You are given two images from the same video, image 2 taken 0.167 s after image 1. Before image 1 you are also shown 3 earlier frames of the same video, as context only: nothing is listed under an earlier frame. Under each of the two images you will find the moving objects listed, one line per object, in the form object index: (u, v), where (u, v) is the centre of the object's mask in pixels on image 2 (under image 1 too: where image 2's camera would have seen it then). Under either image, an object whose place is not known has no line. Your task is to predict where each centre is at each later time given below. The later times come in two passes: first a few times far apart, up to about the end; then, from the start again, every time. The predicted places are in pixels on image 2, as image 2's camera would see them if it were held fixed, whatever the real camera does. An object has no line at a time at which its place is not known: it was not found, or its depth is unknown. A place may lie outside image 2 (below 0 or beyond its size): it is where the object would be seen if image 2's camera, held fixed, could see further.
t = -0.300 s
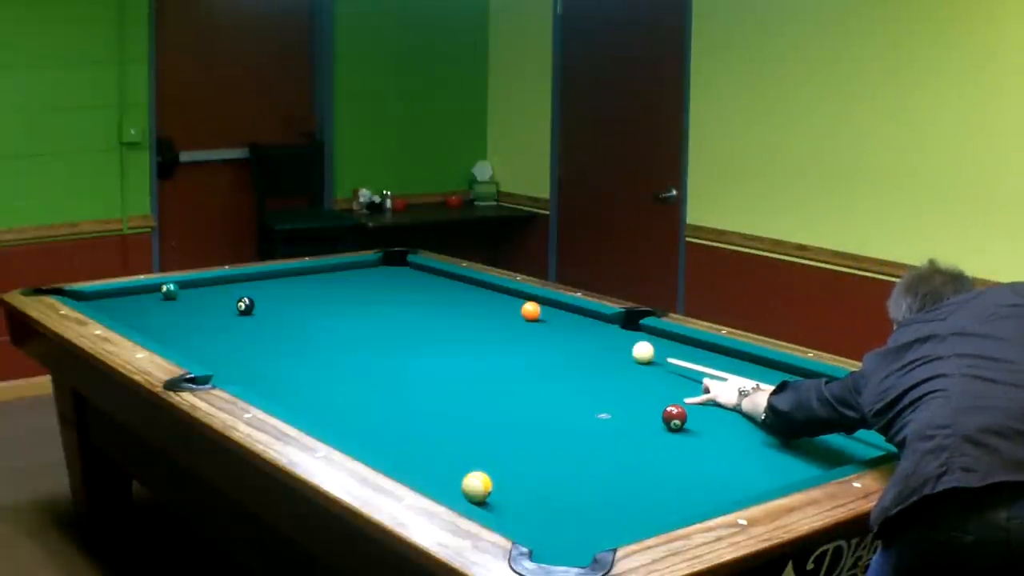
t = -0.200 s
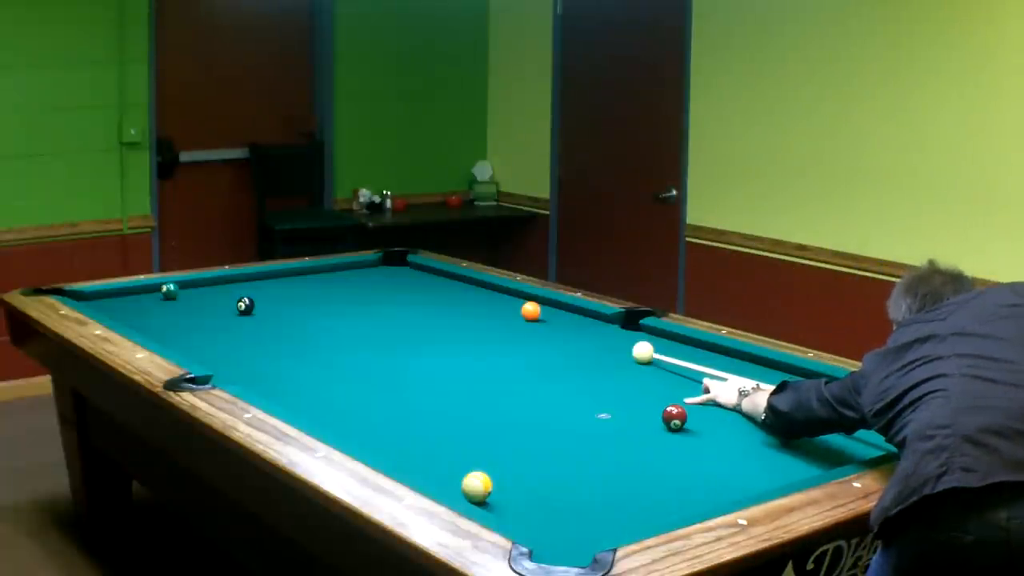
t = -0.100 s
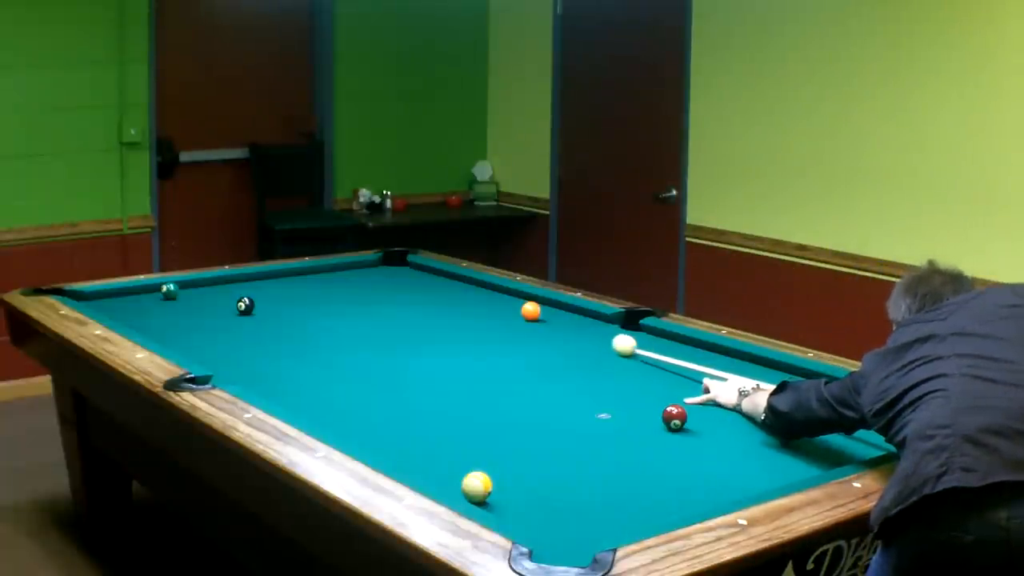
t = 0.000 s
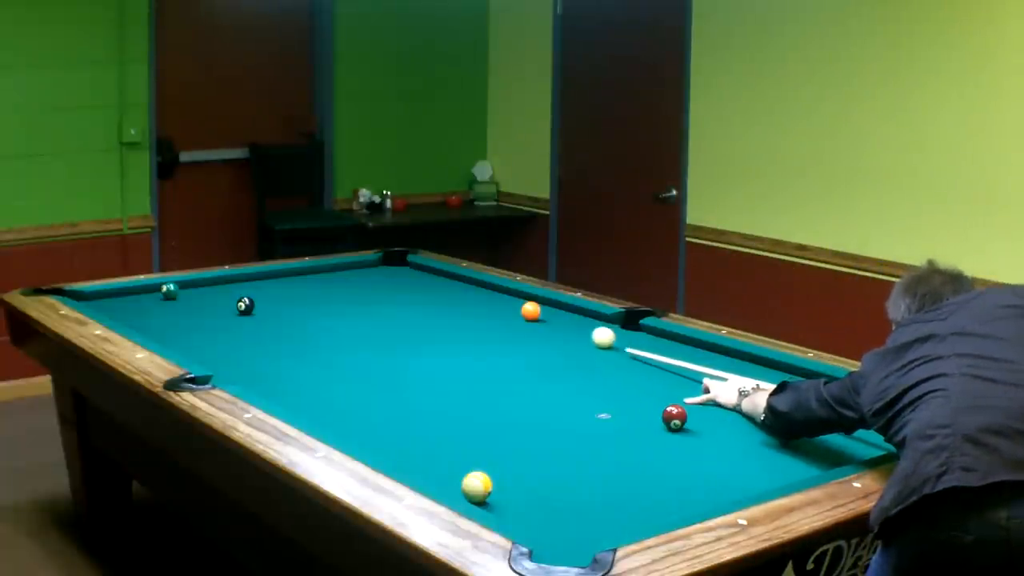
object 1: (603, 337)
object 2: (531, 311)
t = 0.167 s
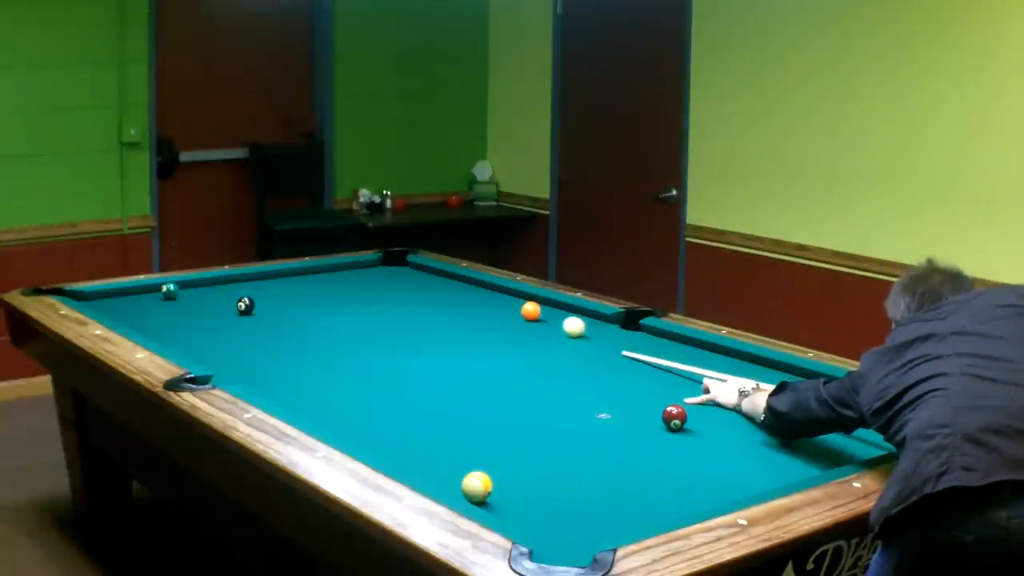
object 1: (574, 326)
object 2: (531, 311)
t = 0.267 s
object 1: (557, 321)
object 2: (531, 311)
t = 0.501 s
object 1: (538, 314)
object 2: (516, 305)
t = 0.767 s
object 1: (529, 310)
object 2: (493, 297)
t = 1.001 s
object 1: (522, 308)
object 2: (475, 290)
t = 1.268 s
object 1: (516, 306)
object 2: (456, 284)
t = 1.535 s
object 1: (510, 303)
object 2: (440, 277)
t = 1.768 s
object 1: (506, 302)
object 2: (426, 272)
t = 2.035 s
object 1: (502, 300)
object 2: (412, 267)
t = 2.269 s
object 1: (499, 299)
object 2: (401, 262)
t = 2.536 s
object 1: (497, 298)
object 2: (390, 258)
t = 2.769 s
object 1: (495, 298)
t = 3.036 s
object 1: (494, 297)
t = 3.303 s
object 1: (494, 297)
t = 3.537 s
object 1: (494, 297)
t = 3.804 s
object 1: (494, 297)
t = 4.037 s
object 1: (494, 297)
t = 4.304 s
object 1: (494, 297)
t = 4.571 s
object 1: (494, 297)
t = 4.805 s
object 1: (494, 297)
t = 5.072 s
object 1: (494, 297)
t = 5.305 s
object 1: (494, 297)
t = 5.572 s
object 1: (494, 297)
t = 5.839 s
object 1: (494, 297)
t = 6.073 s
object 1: (494, 297)
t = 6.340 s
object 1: (494, 297)
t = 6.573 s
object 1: (494, 297)
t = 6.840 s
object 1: (494, 297)
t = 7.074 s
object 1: (494, 297)
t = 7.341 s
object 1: (494, 297)
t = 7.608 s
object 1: (494, 297)
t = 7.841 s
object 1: (494, 297)
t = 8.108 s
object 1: (494, 297)
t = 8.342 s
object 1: (494, 297)
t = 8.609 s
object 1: (494, 297)
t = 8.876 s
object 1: (494, 297)
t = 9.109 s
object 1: (494, 297)
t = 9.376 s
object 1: (494, 297)
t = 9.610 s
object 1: (494, 297)
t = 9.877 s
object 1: (494, 297)
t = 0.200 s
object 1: (568, 324)
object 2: (531, 311)
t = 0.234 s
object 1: (563, 322)
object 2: (531, 311)
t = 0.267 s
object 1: (557, 321)
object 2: (531, 311)
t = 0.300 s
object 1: (552, 318)
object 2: (530, 311)
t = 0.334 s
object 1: (547, 317)
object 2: (530, 311)
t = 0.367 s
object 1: (542, 315)
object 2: (528, 310)
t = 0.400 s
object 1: (541, 315)
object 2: (525, 309)
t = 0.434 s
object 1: (540, 314)
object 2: (522, 308)
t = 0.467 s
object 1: (539, 314)
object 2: (519, 307)
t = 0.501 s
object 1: (538, 314)
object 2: (516, 305)
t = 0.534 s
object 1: (537, 313)
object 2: (513, 304)
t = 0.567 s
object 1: (536, 313)
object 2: (510, 303)
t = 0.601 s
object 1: (534, 312)
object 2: (507, 302)
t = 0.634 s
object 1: (533, 312)
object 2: (504, 301)
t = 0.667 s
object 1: (532, 312)
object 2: (501, 300)
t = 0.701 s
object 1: (531, 311)
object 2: (498, 299)
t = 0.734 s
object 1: (530, 311)
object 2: (495, 298)
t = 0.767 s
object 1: (529, 310)
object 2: (493, 297)
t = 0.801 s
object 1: (528, 310)
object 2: (490, 296)
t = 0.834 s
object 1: (527, 310)
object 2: (488, 295)
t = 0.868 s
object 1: (526, 309)
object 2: (485, 294)
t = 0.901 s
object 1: (525, 309)
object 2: (483, 293)
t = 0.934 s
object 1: (524, 309)
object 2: (480, 292)
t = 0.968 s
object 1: (523, 308)
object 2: (478, 291)
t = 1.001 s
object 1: (522, 308)
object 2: (475, 290)
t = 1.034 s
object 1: (522, 308)
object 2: (473, 289)
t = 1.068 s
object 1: (520, 307)
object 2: (470, 289)
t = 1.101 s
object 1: (520, 307)
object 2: (468, 288)
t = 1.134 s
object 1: (519, 307)
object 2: (466, 287)
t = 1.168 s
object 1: (518, 306)
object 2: (463, 286)
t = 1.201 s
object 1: (517, 306)
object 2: (461, 285)
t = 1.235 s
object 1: (517, 306)
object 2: (458, 284)
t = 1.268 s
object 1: (516, 306)
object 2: (456, 284)
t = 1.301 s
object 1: (515, 305)
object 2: (454, 283)
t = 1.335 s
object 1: (514, 305)
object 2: (452, 282)
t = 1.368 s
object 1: (514, 305)
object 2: (450, 281)
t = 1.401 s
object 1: (513, 304)
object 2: (448, 280)
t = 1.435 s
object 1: (512, 304)
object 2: (445, 279)
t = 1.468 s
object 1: (512, 304)
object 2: (443, 278)
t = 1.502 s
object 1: (511, 304)
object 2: (442, 277)
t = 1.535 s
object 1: (510, 303)
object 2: (440, 277)
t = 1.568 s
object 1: (510, 303)
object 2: (438, 276)
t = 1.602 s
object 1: (509, 303)
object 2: (436, 275)
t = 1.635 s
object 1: (509, 303)
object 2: (434, 275)
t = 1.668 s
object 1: (508, 303)
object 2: (432, 274)
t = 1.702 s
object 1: (508, 302)
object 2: (430, 273)
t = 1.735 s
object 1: (507, 302)
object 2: (428, 273)
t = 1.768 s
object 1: (506, 302)
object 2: (426, 272)
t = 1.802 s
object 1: (506, 302)
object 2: (424, 271)
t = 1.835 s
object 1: (505, 301)
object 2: (422, 271)
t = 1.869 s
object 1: (505, 301)
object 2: (421, 270)
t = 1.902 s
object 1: (504, 301)
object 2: (419, 269)
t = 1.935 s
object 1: (503, 301)
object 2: (417, 268)
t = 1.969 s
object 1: (503, 301)
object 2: (415, 268)
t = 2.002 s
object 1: (502, 300)
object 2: (414, 267)
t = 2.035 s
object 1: (502, 300)
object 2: (412, 267)
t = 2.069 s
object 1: (501, 300)
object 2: (410, 266)
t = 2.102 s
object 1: (501, 300)
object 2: (409, 265)
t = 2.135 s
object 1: (501, 300)
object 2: (407, 265)
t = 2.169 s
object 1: (500, 300)
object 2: (405, 264)
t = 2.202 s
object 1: (500, 299)
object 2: (404, 263)
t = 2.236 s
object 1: (500, 299)
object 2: (402, 263)
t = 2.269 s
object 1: (499, 299)
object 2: (401, 262)
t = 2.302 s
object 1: (499, 299)
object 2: (400, 262)
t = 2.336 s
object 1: (499, 299)
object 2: (398, 261)
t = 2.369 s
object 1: (498, 299)
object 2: (396, 261)
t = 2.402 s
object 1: (498, 299)
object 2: (395, 260)
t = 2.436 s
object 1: (498, 299)
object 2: (394, 259)
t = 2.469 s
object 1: (497, 298)
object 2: (393, 259)
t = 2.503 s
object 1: (497, 298)
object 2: (391, 258)
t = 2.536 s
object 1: (497, 298)
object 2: (390, 258)
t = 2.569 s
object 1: (497, 298)
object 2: (389, 258)
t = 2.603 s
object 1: (496, 298)
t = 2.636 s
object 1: (496, 298)
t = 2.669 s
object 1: (496, 298)
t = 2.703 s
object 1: (496, 298)
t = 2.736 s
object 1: (495, 298)
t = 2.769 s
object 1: (495, 298)
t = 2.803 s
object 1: (495, 298)
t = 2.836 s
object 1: (495, 298)
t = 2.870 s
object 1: (495, 297)
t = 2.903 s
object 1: (495, 297)
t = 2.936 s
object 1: (494, 297)
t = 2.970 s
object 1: (494, 297)
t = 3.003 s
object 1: (494, 297)
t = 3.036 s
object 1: (494, 297)
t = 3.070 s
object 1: (494, 297)
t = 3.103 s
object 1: (494, 297)
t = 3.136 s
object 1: (494, 297)
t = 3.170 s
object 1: (494, 297)
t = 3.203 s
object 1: (494, 297)
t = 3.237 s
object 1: (494, 297)
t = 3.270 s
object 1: (494, 297)
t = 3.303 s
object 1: (494, 297)
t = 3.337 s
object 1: (494, 297)
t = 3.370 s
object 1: (494, 297)
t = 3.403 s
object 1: (494, 297)
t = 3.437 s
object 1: (494, 297)
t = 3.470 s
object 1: (494, 297)
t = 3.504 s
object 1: (494, 297)
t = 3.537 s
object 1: (494, 297)
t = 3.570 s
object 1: (494, 297)
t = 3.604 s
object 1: (494, 297)
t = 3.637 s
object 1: (494, 297)
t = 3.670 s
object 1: (494, 297)
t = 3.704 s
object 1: (494, 297)
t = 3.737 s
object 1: (494, 297)
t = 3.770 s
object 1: (494, 297)
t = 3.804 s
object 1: (494, 297)
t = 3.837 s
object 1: (494, 297)
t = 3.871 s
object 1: (494, 297)
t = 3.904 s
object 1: (494, 297)
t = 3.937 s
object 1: (494, 297)
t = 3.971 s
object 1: (494, 297)
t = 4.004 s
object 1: (494, 297)
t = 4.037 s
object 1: (494, 297)
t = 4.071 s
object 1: (494, 297)
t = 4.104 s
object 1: (494, 297)
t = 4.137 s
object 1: (494, 297)
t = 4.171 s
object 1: (494, 297)
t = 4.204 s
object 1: (494, 297)
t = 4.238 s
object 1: (494, 297)
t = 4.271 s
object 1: (494, 297)
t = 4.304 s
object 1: (494, 297)
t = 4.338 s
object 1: (494, 297)
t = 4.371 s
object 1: (494, 297)
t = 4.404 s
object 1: (494, 297)
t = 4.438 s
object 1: (494, 297)
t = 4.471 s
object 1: (494, 297)
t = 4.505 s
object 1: (494, 297)
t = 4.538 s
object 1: (494, 297)
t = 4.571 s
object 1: (494, 297)
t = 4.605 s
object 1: (494, 297)
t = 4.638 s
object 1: (494, 297)
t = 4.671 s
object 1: (494, 297)
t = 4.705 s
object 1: (494, 297)
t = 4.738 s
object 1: (494, 297)
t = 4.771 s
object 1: (494, 297)
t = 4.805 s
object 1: (494, 297)
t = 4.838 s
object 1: (494, 297)
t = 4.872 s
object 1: (494, 297)
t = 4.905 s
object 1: (494, 297)
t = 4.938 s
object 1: (494, 297)
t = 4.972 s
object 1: (494, 297)
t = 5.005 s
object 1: (494, 297)
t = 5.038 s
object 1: (494, 297)
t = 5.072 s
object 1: (494, 297)
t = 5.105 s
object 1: (494, 297)
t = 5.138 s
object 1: (494, 297)
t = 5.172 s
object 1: (494, 297)
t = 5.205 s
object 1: (494, 297)
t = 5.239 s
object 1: (494, 297)
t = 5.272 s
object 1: (494, 297)
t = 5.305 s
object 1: (494, 297)
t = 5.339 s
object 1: (494, 297)
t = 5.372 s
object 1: (494, 297)
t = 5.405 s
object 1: (494, 297)
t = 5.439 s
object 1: (494, 297)
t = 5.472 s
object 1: (494, 297)
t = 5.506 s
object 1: (494, 297)
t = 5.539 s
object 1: (494, 297)
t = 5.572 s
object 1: (494, 297)
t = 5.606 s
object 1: (494, 297)
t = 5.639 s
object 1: (494, 297)
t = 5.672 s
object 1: (494, 297)
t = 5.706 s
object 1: (494, 297)
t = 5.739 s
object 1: (494, 297)
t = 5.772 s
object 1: (494, 297)
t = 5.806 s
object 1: (494, 297)
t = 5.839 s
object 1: (494, 297)
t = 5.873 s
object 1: (494, 297)
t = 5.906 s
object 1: (494, 297)
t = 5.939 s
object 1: (494, 297)
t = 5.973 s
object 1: (494, 297)
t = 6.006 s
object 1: (494, 297)
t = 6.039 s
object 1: (494, 297)
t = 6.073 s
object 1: (494, 297)
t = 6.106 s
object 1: (494, 297)
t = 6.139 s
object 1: (494, 297)
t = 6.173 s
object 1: (494, 297)
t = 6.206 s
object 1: (494, 297)
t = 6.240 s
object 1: (494, 297)
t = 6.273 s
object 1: (494, 297)
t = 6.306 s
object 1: (494, 297)
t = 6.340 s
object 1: (494, 297)
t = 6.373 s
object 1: (494, 297)
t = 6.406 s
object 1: (494, 297)
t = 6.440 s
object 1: (494, 297)
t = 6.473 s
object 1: (494, 297)
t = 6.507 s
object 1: (494, 297)
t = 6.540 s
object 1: (494, 297)
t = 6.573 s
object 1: (494, 297)
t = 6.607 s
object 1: (494, 297)
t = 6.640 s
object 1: (494, 297)
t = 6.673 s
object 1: (494, 297)
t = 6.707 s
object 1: (494, 297)
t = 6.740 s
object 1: (494, 297)
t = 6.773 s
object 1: (494, 297)
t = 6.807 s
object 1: (494, 297)
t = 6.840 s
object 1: (494, 297)
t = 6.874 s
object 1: (494, 297)
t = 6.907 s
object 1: (494, 297)
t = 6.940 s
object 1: (494, 297)
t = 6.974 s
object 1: (494, 297)
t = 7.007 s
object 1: (494, 297)
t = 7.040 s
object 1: (494, 297)
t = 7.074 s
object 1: (494, 297)
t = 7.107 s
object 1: (494, 297)
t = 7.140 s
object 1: (494, 297)
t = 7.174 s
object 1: (494, 297)
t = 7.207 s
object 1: (494, 297)
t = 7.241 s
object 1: (494, 297)
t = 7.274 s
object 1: (494, 297)
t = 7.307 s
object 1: (494, 297)
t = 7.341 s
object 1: (494, 297)
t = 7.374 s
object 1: (494, 297)
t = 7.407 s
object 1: (494, 297)
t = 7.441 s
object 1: (494, 297)
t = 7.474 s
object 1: (494, 297)
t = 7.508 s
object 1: (494, 297)
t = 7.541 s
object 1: (494, 297)
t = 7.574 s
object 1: (494, 297)
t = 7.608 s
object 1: (494, 297)
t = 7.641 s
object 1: (494, 297)
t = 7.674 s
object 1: (494, 297)
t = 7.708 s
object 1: (494, 297)
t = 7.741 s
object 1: (494, 297)
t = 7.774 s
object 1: (494, 297)
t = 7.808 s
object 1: (494, 297)
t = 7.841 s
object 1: (494, 297)
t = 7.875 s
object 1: (494, 297)
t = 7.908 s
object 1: (494, 297)
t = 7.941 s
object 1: (494, 297)
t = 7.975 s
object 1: (494, 297)
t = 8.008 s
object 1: (494, 297)
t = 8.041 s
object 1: (494, 297)
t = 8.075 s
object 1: (494, 297)
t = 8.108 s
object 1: (494, 297)
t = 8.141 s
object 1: (494, 297)
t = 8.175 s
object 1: (494, 297)
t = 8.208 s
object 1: (494, 297)
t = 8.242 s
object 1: (494, 297)
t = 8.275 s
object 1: (494, 297)
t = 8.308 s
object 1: (494, 297)
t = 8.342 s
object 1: (494, 297)
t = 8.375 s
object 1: (494, 297)
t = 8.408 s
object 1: (494, 297)
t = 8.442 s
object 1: (494, 297)
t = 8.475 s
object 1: (494, 297)
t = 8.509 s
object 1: (494, 297)
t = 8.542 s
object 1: (494, 297)
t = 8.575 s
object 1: (494, 297)
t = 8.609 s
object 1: (494, 297)
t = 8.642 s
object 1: (494, 297)
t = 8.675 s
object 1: (494, 297)
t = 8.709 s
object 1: (494, 297)
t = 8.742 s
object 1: (494, 297)
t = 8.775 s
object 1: (494, 297)
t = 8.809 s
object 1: (494, 297)
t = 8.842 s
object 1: (494, 297)
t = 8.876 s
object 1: (494, 297)
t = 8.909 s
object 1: (494, 297)
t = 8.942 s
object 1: (494, 297)
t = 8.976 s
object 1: (494, 297)
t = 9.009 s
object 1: (494, 297)
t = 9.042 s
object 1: (494, 297)
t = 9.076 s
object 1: (494, 297)
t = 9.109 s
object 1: (494, 297)
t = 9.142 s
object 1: (494, 297)
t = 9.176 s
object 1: (494, 297)
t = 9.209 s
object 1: (494, 297)
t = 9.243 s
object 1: (494, 297)
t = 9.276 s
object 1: (494, 297)
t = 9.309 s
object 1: (494, 297)
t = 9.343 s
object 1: (494, 297)
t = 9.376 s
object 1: (494, 297)
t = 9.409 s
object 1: (494, 297)
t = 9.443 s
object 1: (494, 297)
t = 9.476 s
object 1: (494, 297)
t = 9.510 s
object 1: (494, 297)
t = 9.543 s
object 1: (494, 297)
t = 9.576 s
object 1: (494, 297)
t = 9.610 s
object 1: (494, 297)
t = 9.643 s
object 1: (494, 297)
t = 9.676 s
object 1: (494, 297)
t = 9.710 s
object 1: (494, 297)
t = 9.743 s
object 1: (494, 297)
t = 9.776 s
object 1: (494, 297)
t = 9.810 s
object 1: (494, 297)
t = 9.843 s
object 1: (494, 297)
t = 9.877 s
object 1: (494, 297)
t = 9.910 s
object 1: (494, 297)
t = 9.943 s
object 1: (494, 297)
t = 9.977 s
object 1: (494, 297)
